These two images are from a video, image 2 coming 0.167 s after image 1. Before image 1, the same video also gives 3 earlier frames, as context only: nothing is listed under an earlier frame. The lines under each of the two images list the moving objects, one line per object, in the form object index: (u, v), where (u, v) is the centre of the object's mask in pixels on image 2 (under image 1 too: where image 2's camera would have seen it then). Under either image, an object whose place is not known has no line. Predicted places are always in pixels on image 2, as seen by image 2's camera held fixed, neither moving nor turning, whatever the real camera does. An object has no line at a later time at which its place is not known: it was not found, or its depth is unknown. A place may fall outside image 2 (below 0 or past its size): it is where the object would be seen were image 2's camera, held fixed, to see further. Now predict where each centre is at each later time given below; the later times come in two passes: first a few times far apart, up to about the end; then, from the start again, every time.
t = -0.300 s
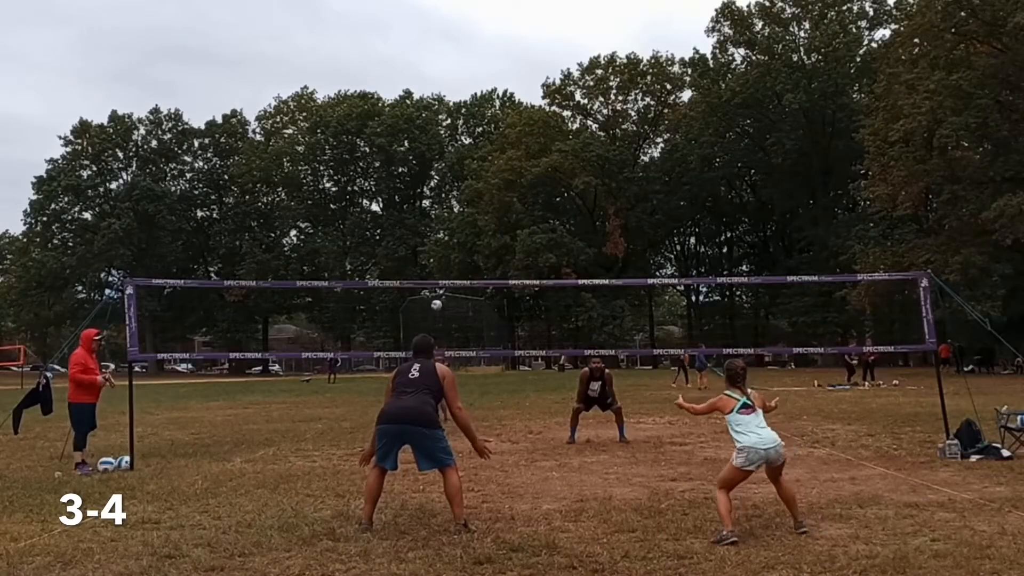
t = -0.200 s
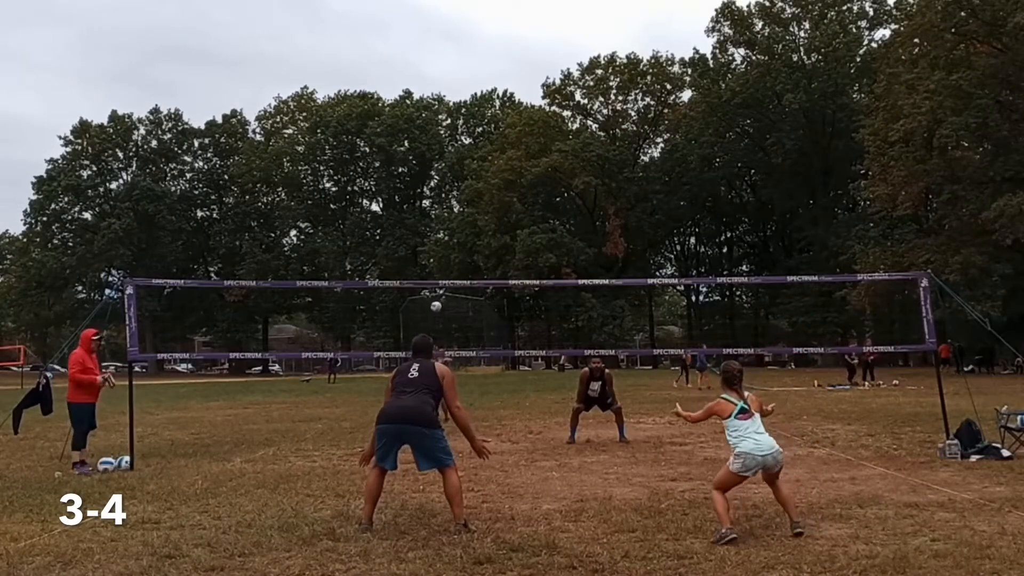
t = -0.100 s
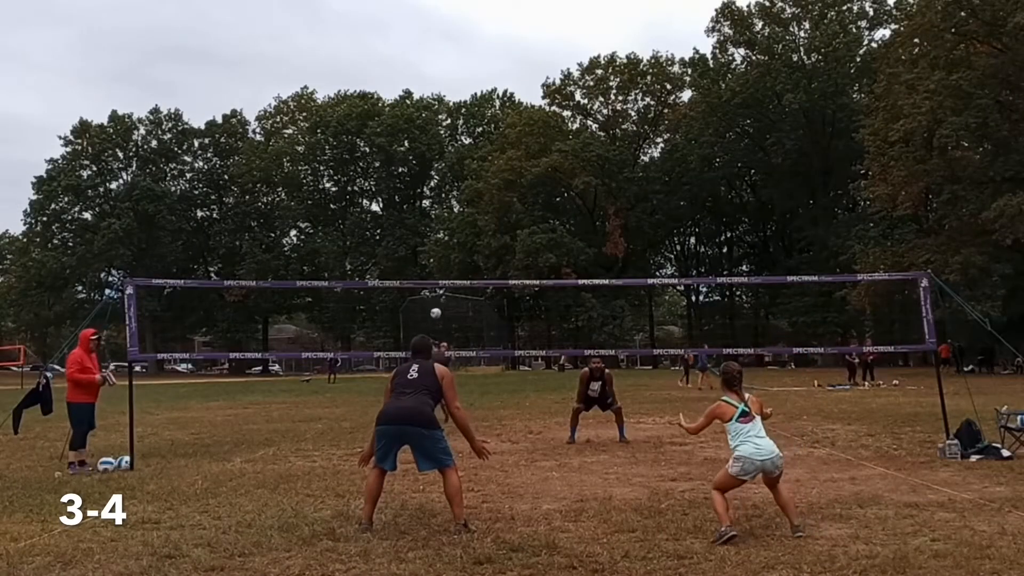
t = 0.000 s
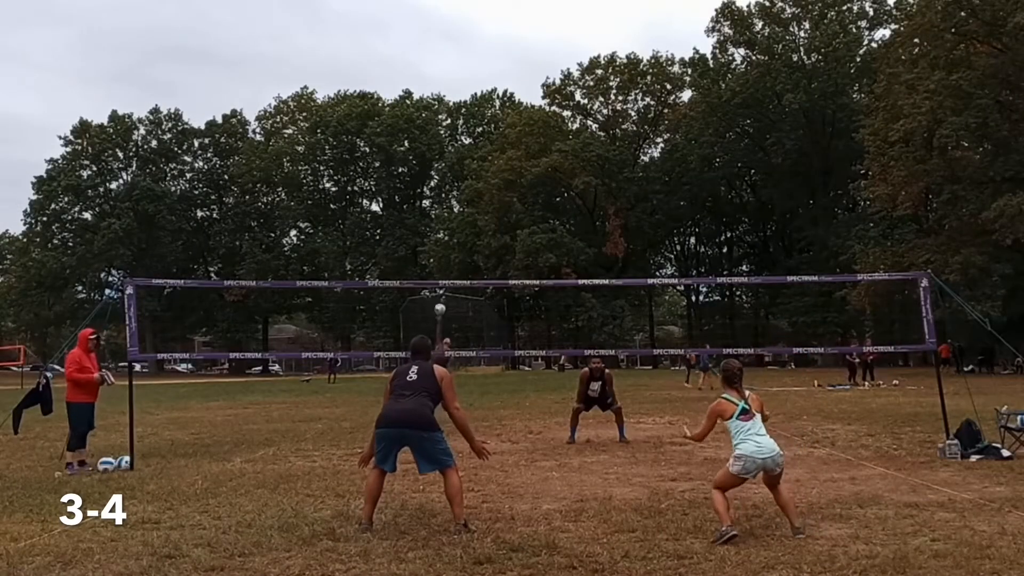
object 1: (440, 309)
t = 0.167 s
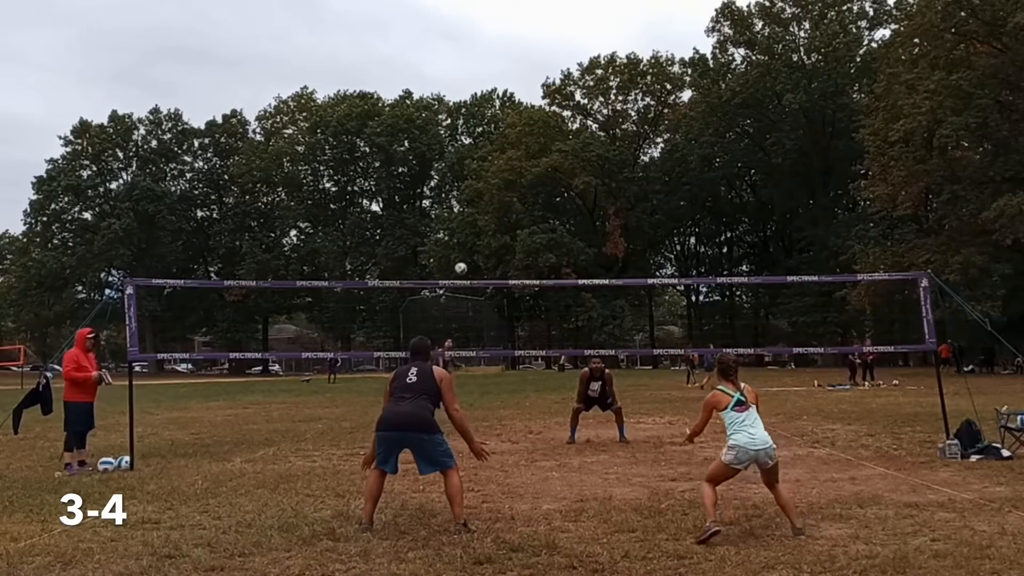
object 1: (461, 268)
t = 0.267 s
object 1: (474, 248)
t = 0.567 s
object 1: (524, 219)
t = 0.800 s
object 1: (577, 250)
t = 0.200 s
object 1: (465, 261)
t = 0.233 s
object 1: (469, 254)
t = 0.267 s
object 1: (474, 248)
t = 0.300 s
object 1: (478, 243)
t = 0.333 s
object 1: (483, 238)
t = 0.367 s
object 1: (488, 233)
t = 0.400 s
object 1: (494, 229)
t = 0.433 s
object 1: (499, 226)
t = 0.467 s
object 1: (505, 224)
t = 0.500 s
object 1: (511, 221)
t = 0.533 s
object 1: (517, 220)
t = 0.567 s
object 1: (524, 219)
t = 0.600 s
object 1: (530, 220)
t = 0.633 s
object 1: (537, 222)
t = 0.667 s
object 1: (544, 225)
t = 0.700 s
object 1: (551, 229)
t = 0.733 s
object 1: (559, 234)
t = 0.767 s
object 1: (568, 241)
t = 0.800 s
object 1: (577, 250)
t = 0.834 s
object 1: (585, 259)
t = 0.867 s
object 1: (595, 270)
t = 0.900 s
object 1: (607, 284)
